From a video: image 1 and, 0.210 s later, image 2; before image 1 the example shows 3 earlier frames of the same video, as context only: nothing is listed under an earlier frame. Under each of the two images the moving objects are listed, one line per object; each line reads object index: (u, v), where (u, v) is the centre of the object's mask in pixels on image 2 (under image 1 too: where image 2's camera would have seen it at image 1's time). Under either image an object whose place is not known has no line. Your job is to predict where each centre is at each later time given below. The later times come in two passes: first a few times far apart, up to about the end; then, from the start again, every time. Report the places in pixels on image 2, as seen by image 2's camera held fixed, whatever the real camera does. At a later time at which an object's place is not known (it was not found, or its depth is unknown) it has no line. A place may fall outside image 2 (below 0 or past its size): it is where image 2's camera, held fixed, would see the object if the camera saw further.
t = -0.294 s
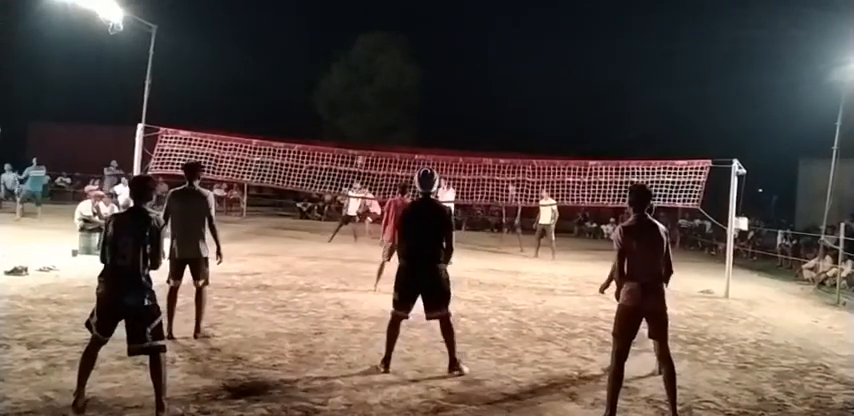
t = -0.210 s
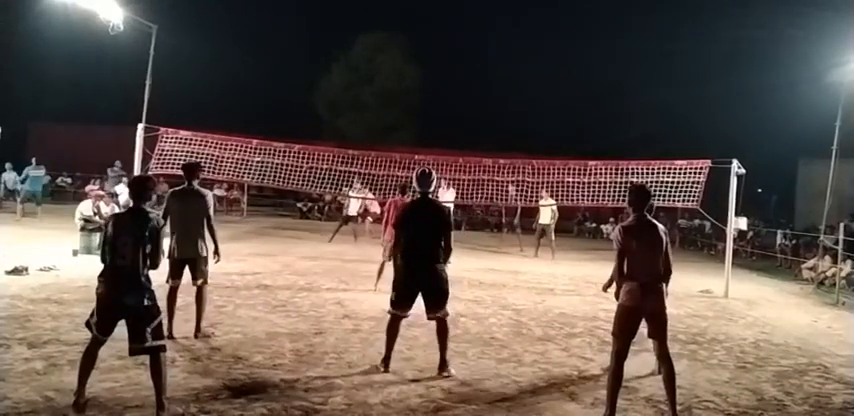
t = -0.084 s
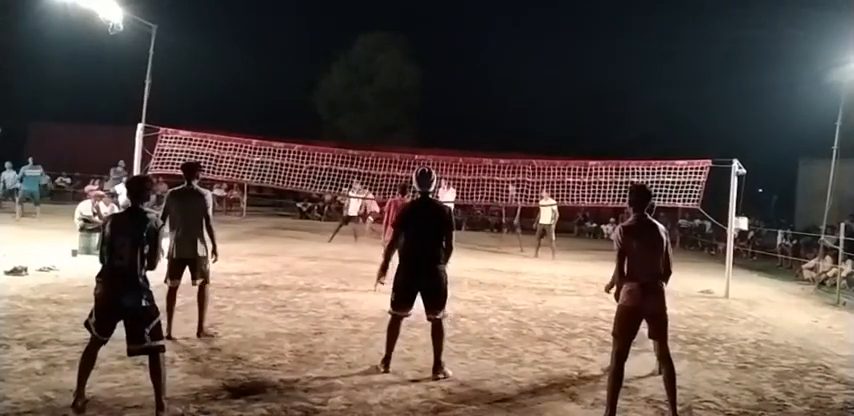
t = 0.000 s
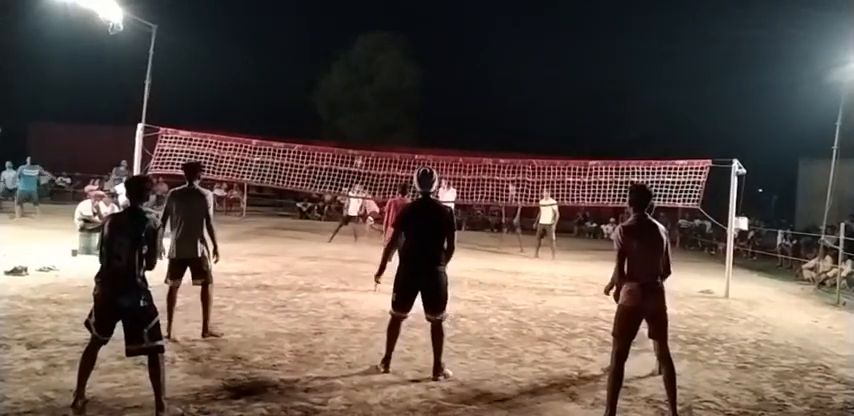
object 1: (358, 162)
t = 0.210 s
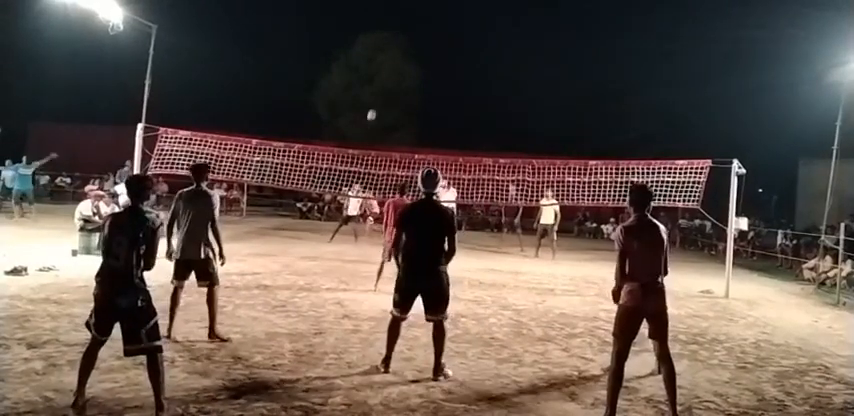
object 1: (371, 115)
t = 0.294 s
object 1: (377, 99)
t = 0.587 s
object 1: (404, 61)
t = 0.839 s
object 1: (438, 64)
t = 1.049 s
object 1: (479, 113)
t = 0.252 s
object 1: (374, 106)
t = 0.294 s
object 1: (377, 99)
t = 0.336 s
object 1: (380, 92)
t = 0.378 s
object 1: (384, 85)
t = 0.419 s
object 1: (387, 79)
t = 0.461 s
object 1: (391, 74)
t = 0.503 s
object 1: (395, 69)
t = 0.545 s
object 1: (399, 64)
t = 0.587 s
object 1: (404, 61)
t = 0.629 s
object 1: (409, 59)
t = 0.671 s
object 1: (414, 57)
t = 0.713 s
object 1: (420, 57)
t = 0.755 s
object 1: (425, 58)
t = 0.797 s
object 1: (432, 60)
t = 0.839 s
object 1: (438, 64)
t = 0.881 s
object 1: (446, 70)
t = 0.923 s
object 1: (453, 77)
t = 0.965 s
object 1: (461, 87)
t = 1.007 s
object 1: (470, 99)
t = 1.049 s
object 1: (479, 113)
